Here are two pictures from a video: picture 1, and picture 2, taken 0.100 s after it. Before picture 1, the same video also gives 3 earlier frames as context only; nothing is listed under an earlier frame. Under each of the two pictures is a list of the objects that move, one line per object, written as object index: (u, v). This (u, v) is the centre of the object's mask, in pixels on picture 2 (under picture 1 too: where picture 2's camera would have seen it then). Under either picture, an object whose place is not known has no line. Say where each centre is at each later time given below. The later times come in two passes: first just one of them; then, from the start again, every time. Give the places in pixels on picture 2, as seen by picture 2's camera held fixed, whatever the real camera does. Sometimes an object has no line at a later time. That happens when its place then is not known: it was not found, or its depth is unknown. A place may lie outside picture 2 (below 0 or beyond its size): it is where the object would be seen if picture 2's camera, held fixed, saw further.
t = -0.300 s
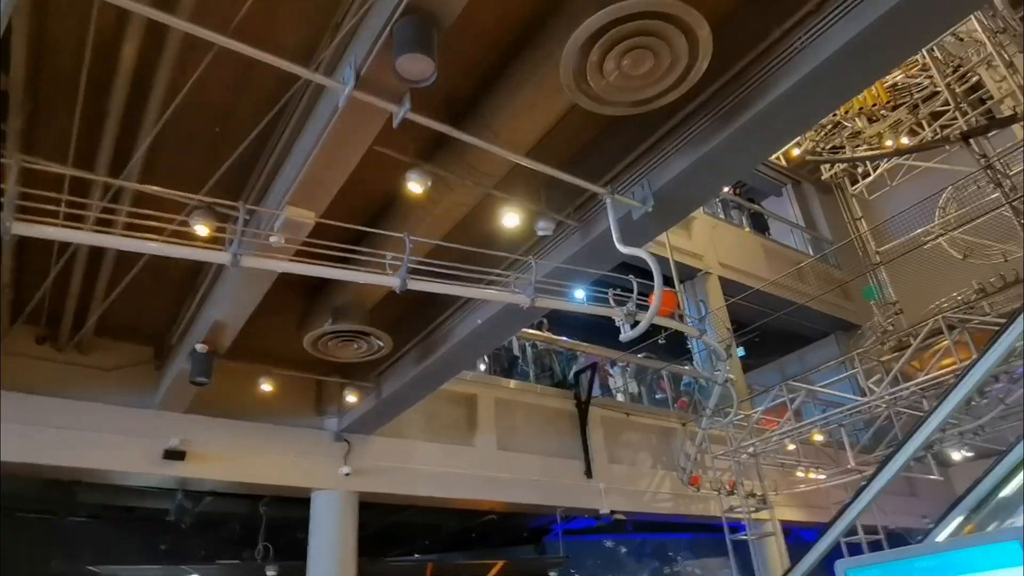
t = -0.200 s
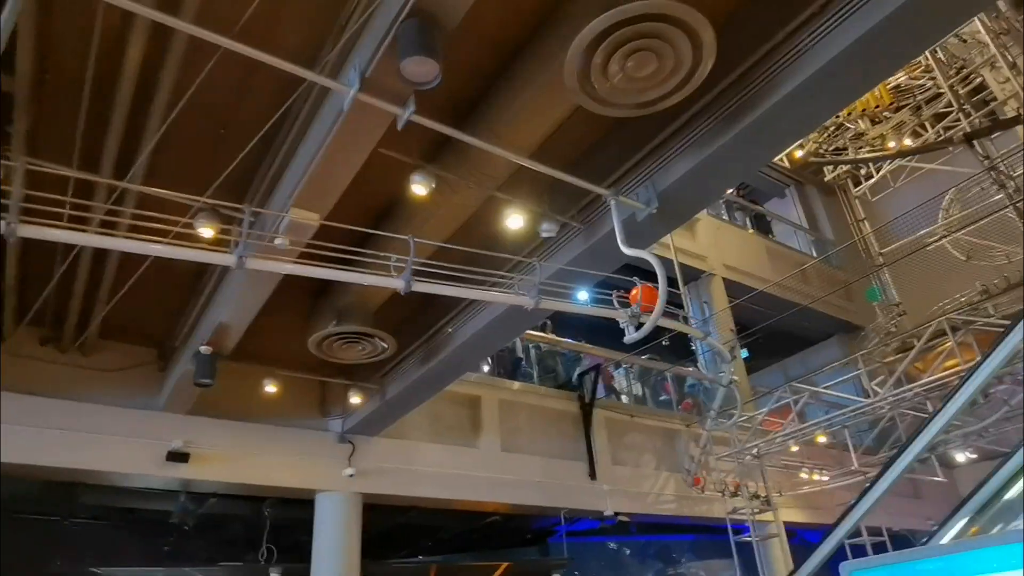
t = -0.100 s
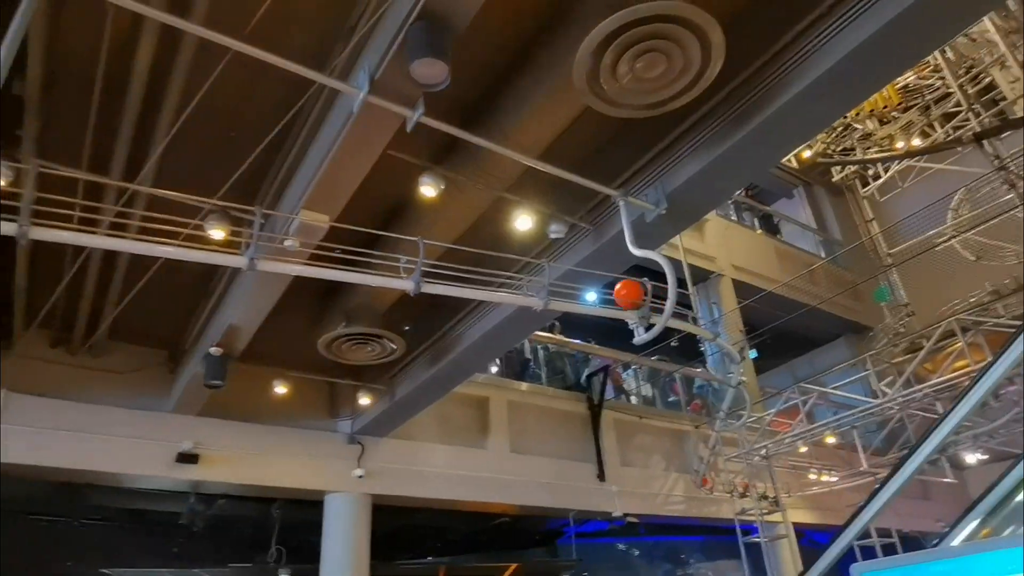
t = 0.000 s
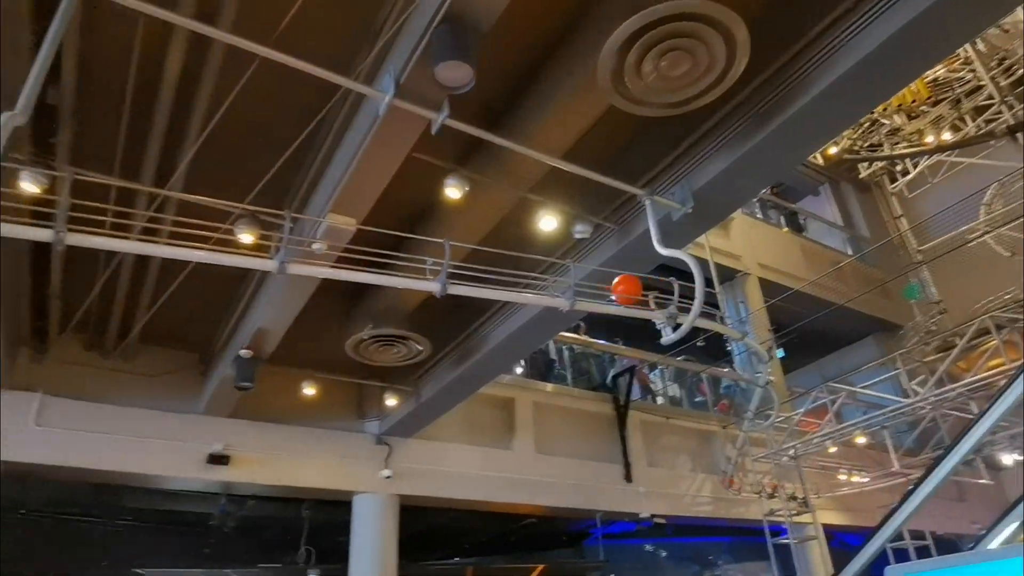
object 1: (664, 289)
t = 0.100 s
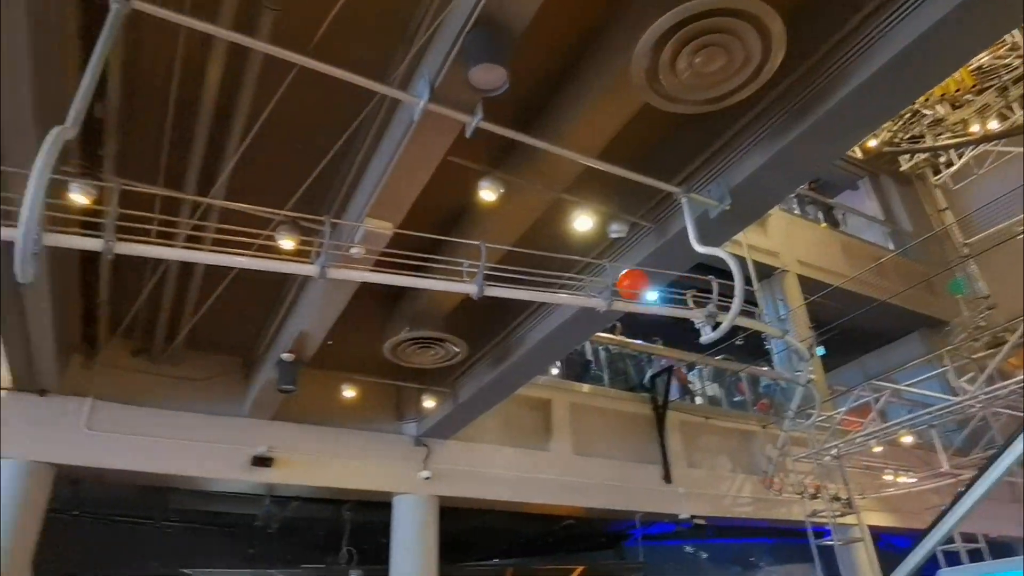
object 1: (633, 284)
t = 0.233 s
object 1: (589, 278)
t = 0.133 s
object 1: (623, 283)
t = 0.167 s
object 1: (612, 280)
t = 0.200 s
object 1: (598, 279)
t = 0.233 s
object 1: (589, 278)
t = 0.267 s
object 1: (577, 276)
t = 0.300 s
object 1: (565, 274)
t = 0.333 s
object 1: (552, 272)
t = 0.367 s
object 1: (540, 270)
